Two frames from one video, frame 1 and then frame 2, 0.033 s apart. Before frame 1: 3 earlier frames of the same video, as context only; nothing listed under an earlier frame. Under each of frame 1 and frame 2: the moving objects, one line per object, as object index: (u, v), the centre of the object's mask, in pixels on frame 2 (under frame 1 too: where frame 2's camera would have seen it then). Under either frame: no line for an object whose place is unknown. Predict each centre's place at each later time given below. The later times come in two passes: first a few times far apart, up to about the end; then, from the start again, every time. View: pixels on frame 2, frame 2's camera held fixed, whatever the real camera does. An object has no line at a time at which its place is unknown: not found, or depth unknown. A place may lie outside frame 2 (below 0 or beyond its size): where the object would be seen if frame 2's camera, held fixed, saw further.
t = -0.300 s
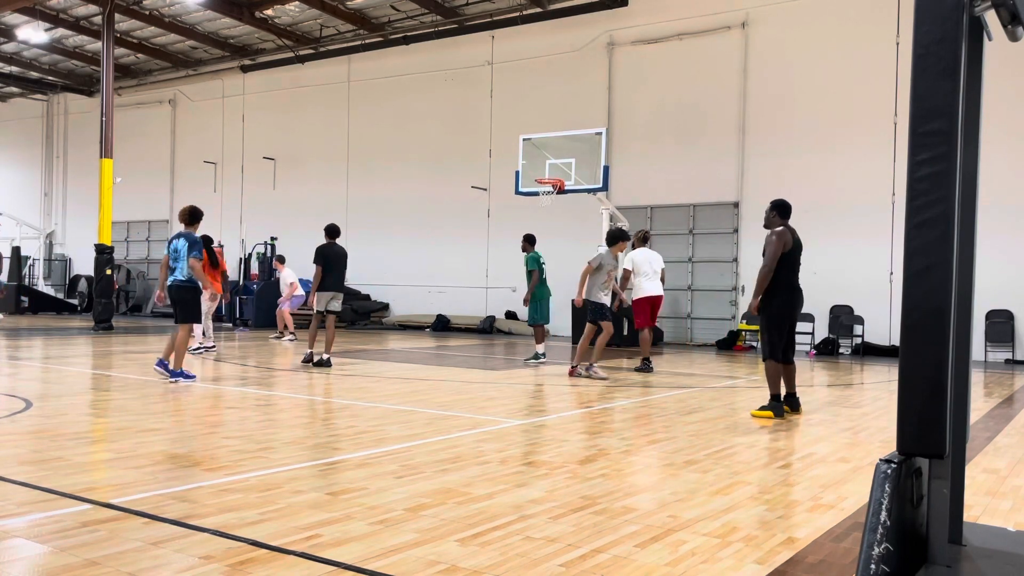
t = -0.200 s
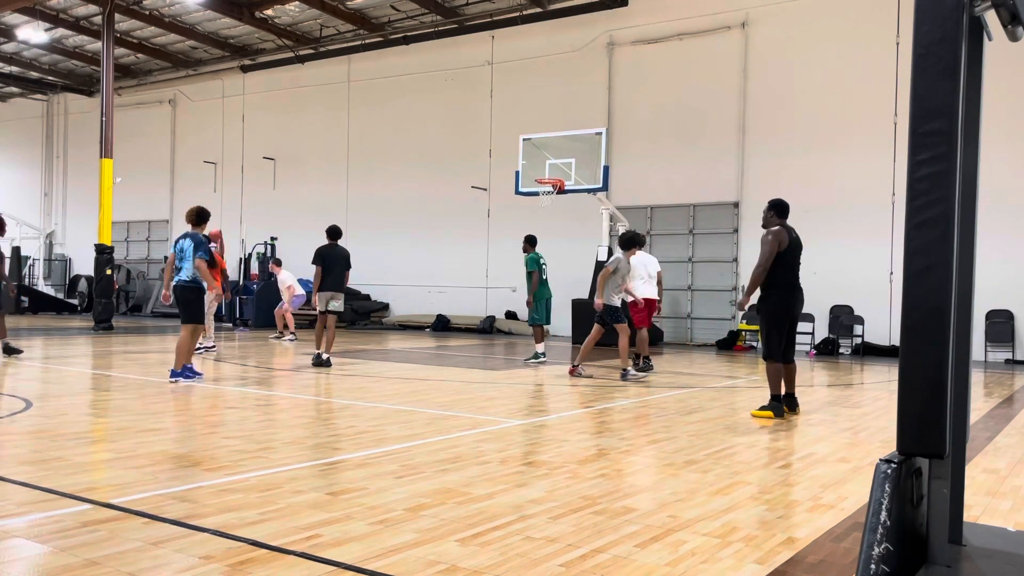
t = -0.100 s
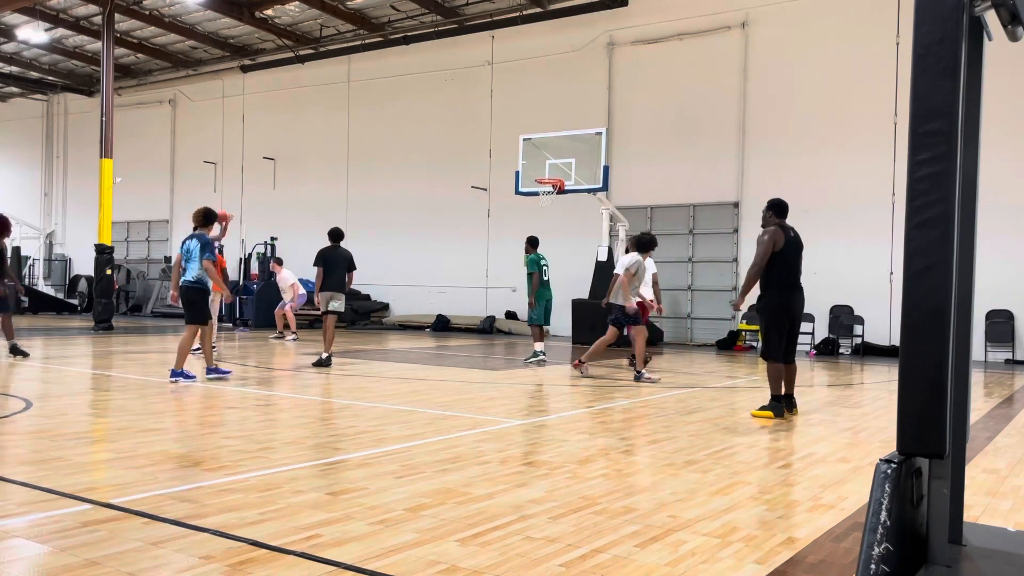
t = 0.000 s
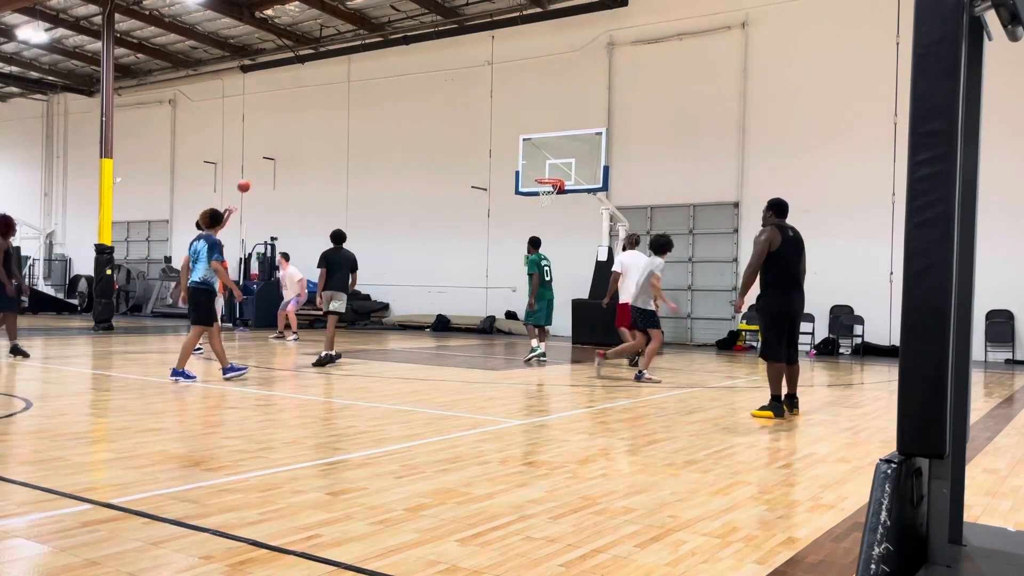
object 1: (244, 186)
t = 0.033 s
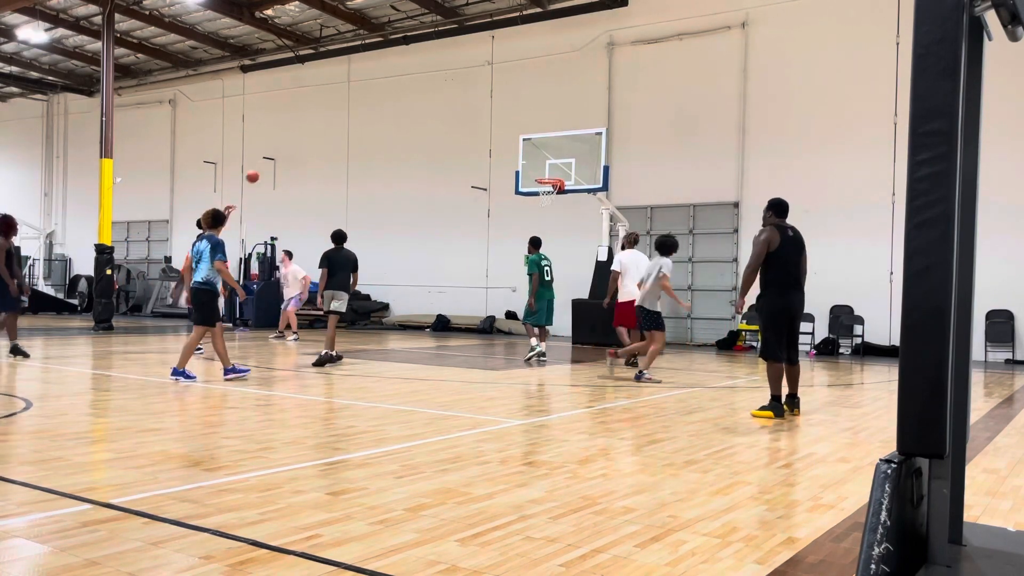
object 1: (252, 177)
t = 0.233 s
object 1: (305, 130)
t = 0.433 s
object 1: (358, 102)
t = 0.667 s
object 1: (420, 95)
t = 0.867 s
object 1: (472, 113)
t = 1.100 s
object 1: (534, 159)
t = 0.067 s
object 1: (261, 167)
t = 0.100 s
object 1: (270, 159)
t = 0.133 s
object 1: (279, 151)
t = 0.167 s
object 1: (288, 143)
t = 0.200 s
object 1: (296, 136)
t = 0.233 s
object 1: (305, 130)
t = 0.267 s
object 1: (314, 123)
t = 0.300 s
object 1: (323, 118)
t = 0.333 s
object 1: (331, 113)
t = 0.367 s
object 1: (340, 109)
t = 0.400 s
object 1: (349, 105)
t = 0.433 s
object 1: (358, 102)
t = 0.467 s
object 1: (367, 99)
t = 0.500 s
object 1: (375, 97)
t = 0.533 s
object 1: (384, 96)
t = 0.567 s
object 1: (393, 94)
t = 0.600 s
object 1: (402, 94)
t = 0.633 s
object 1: (410, 95)
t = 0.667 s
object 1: (420, 95)
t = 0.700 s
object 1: (428, 97)
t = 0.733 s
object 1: (437, 99)
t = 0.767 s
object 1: (446, 101)
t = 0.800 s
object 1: (455, 104)
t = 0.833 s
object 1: (463, 108)
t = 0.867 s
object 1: (472, 113)
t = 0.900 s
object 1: (481, 117)
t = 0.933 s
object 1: (490, 123)
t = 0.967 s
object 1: (499, 129)
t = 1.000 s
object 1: (508, 136)
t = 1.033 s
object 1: (516, 144)
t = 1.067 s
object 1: (526, 151)
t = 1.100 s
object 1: (534, 159)
